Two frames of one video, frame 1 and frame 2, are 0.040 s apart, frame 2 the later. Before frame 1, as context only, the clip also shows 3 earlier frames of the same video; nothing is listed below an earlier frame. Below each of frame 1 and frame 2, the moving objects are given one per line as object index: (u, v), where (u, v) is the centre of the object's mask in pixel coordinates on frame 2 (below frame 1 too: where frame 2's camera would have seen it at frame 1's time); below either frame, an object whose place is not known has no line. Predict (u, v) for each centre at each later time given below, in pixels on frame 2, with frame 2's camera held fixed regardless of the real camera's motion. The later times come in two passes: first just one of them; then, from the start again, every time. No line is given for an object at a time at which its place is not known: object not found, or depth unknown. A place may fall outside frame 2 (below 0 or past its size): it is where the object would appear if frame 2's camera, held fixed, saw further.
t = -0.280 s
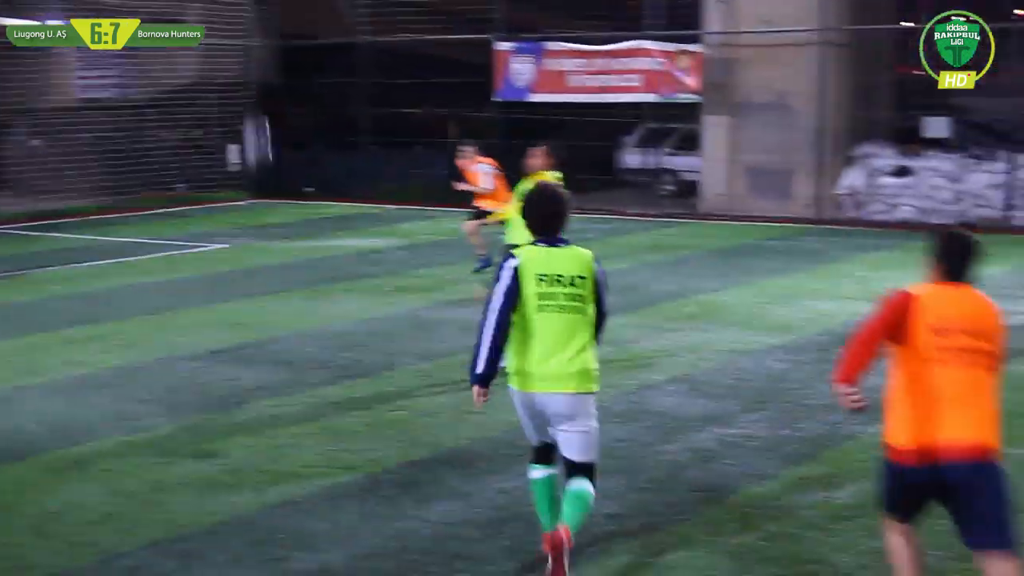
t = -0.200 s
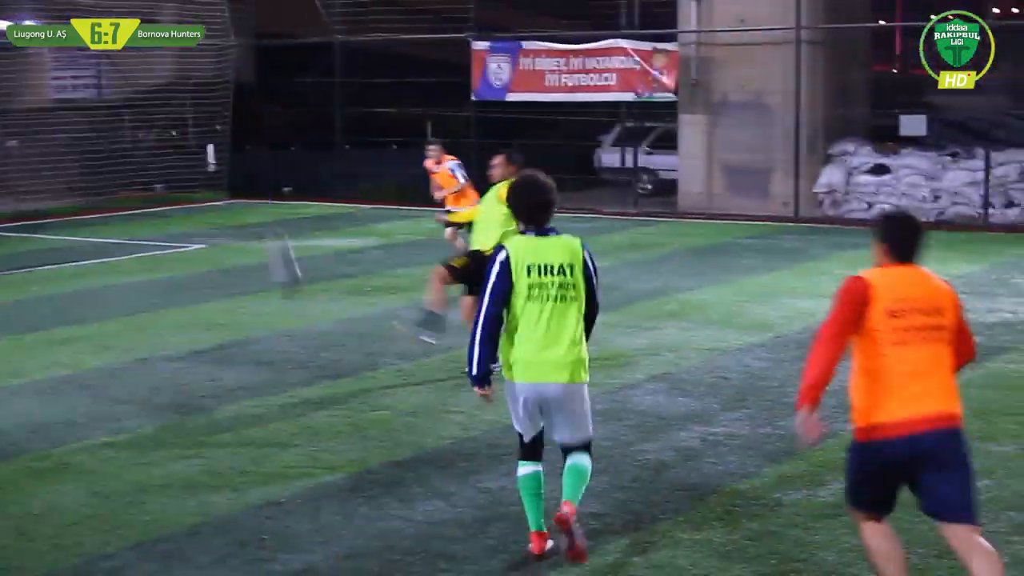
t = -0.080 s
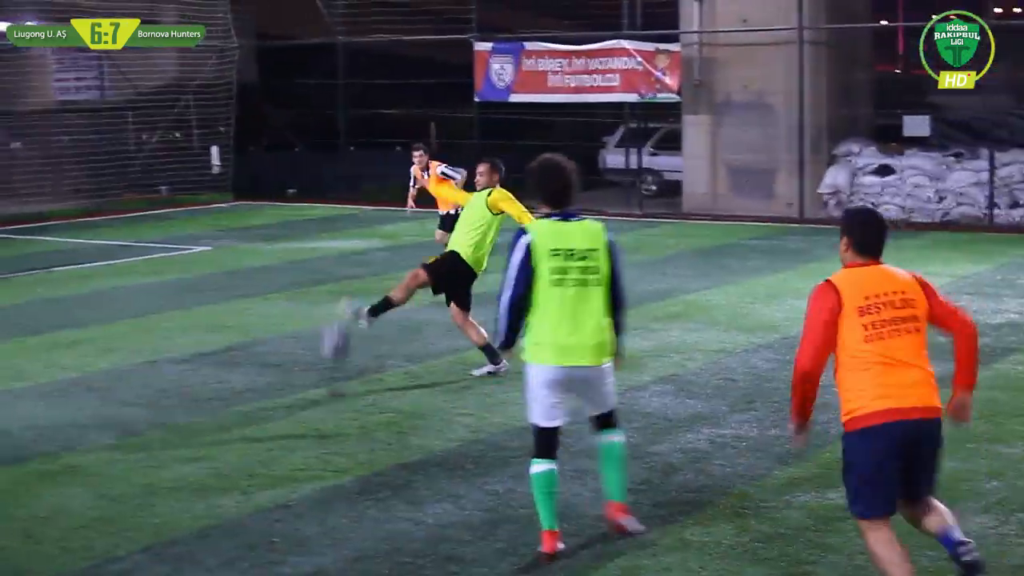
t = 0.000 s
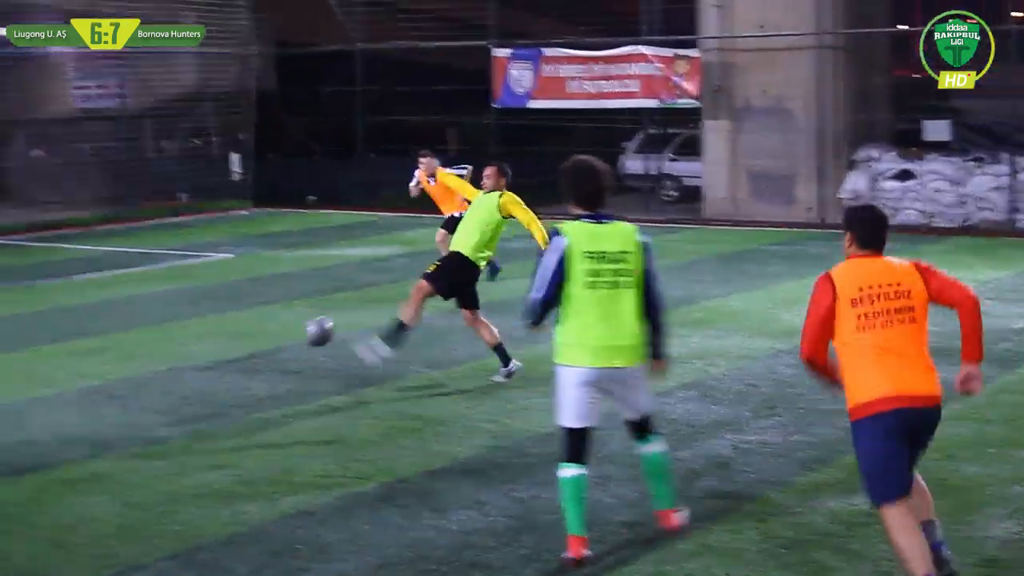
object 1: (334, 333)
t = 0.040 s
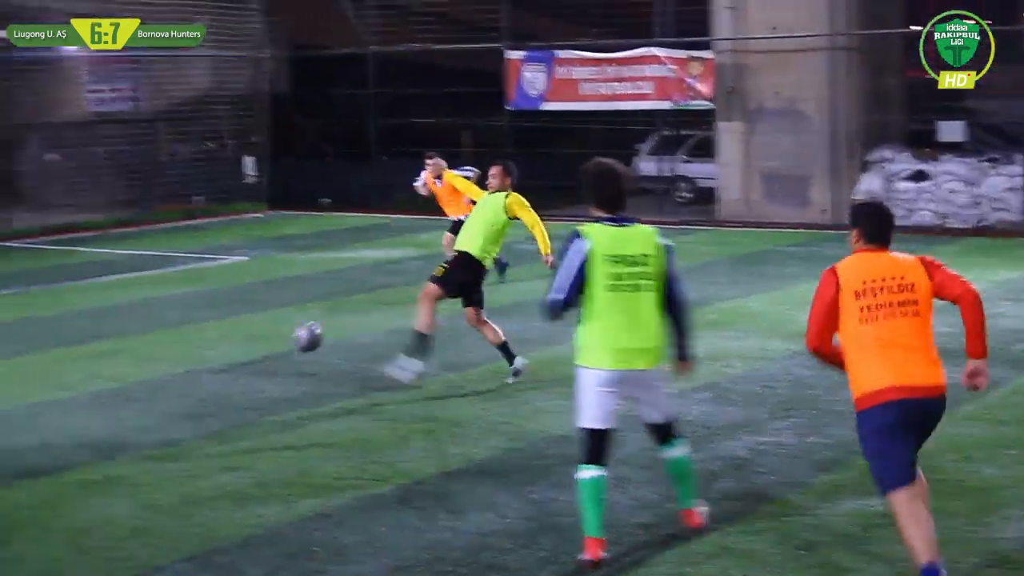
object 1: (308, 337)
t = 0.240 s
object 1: (196, 374)
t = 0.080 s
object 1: (284, 342)
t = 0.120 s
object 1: (260, 349)
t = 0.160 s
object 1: (238, 356)
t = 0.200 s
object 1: (214, 366)
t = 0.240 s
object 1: (196, 374)
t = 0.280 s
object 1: (184, 364)
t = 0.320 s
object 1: (174, 356)
